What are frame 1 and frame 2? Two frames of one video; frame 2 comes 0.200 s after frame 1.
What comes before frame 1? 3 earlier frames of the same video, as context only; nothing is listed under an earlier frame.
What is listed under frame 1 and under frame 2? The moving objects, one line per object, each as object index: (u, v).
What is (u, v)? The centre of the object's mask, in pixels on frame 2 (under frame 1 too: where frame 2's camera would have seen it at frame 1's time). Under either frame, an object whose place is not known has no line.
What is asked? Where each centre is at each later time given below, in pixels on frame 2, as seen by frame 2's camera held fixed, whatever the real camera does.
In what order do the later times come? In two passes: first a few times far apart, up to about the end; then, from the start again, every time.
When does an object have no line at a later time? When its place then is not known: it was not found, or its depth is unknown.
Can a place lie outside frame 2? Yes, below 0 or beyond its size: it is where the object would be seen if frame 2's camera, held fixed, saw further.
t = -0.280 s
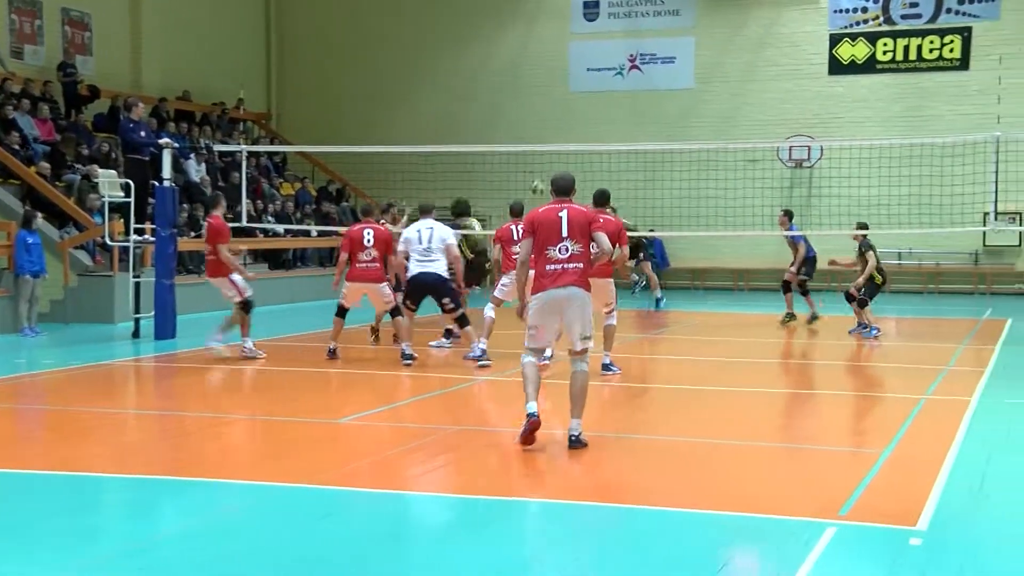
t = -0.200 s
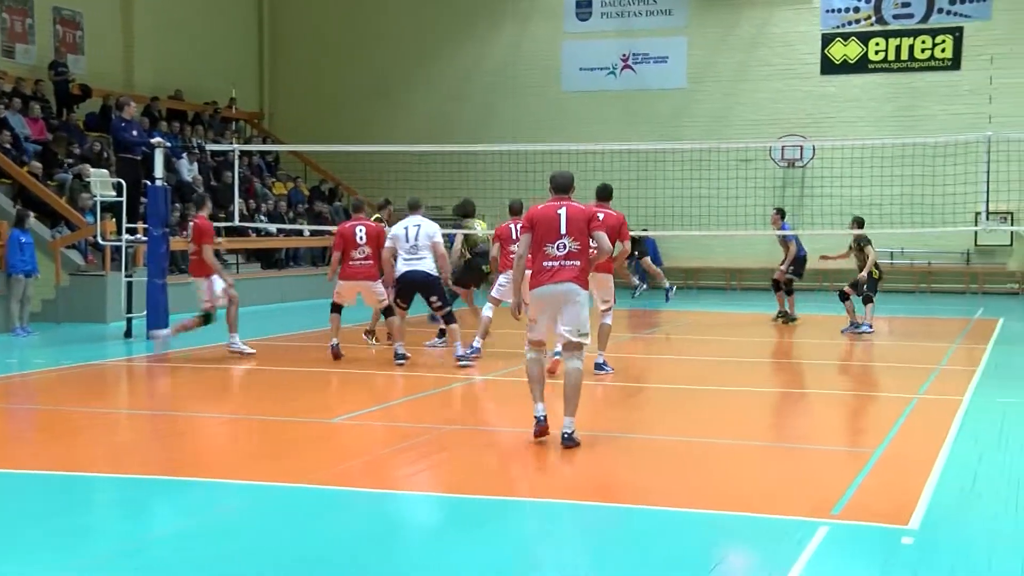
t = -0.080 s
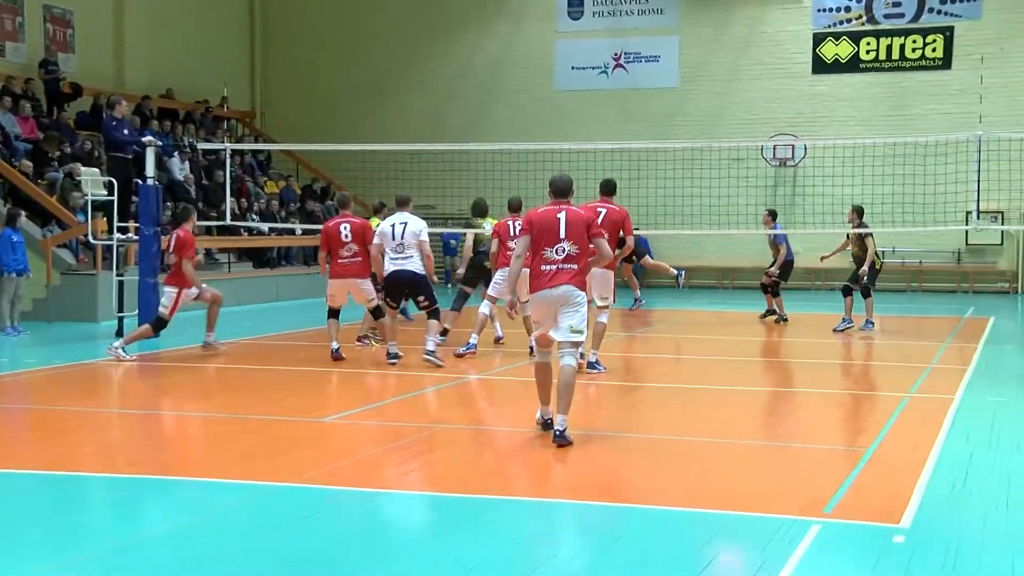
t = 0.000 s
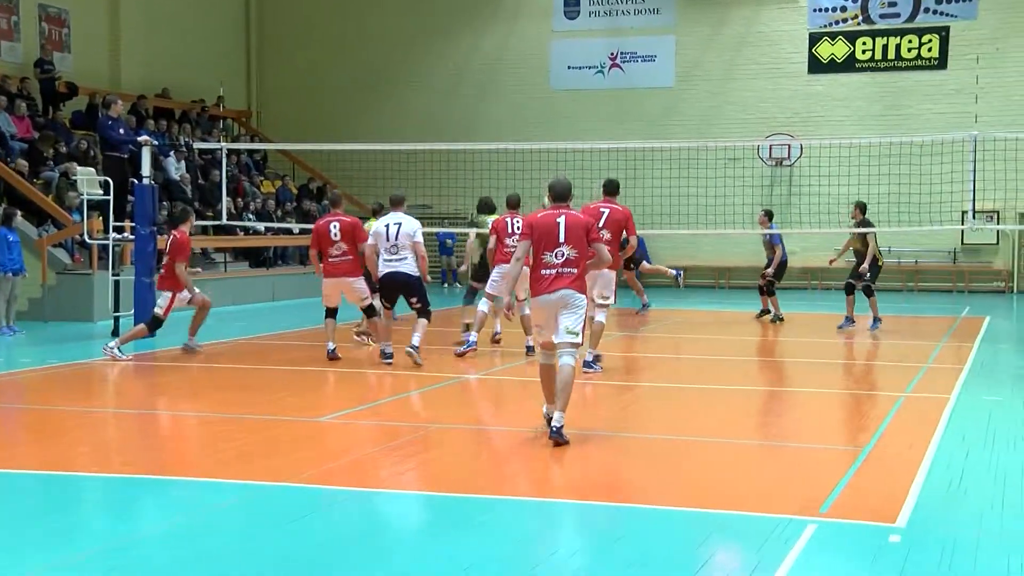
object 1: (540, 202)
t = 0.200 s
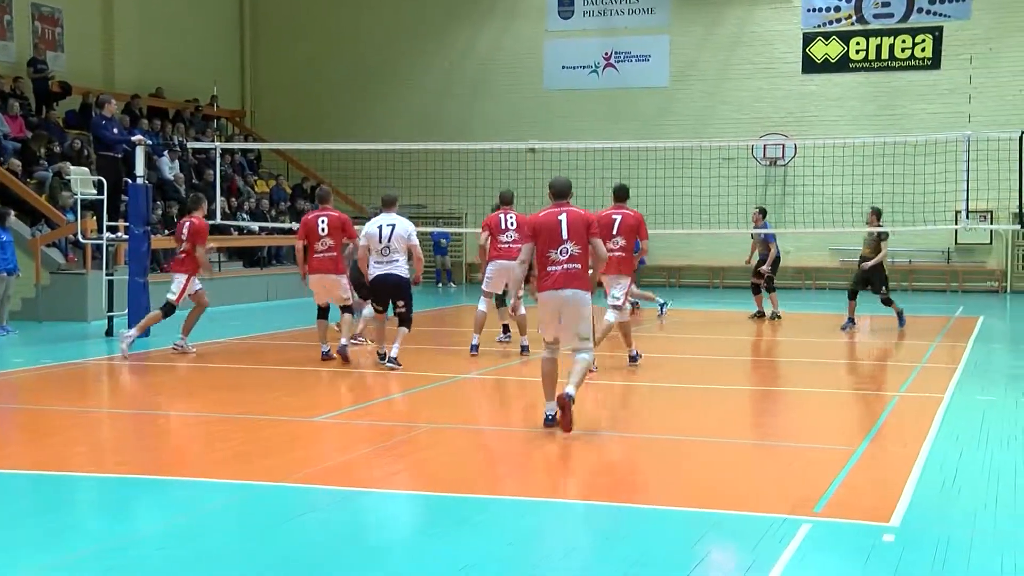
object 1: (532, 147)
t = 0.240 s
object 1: (533, 136)
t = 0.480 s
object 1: (521, 106)
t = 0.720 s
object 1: (511, 109)
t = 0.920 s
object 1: (502, 137)
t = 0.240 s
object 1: (533, 136)
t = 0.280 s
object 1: (529, 130)
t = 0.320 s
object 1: (528, 124)
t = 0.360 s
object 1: (527, 118)
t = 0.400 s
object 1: (524, 113)
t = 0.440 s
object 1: (523, 109)
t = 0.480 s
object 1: (521, 106)
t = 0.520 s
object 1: (520, 104)
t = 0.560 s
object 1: (518, 104)
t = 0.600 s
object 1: (516, 103)
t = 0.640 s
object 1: (515, 104)
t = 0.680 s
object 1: (513, 106)
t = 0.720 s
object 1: (511, 109)
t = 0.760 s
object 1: (507, 113)
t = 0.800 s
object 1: (507, 118)
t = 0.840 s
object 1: (506, 125)
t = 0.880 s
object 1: (503, 131)
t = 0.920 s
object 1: (502, 137)
